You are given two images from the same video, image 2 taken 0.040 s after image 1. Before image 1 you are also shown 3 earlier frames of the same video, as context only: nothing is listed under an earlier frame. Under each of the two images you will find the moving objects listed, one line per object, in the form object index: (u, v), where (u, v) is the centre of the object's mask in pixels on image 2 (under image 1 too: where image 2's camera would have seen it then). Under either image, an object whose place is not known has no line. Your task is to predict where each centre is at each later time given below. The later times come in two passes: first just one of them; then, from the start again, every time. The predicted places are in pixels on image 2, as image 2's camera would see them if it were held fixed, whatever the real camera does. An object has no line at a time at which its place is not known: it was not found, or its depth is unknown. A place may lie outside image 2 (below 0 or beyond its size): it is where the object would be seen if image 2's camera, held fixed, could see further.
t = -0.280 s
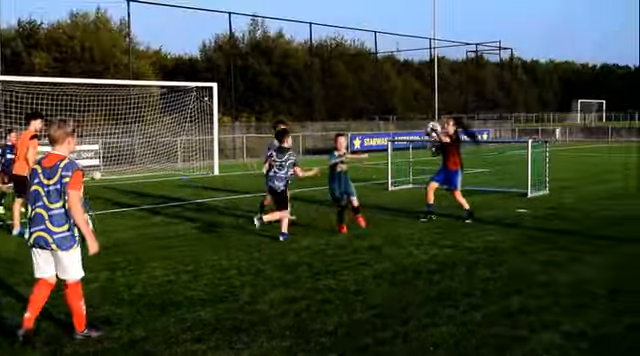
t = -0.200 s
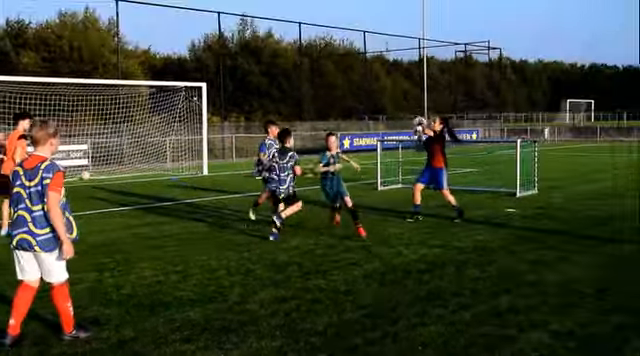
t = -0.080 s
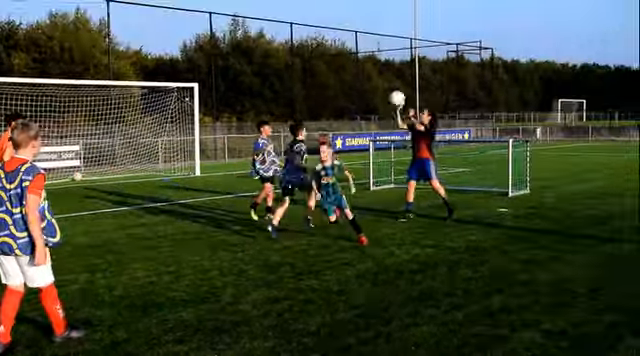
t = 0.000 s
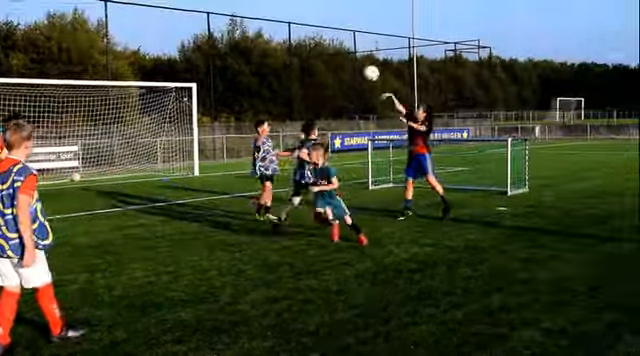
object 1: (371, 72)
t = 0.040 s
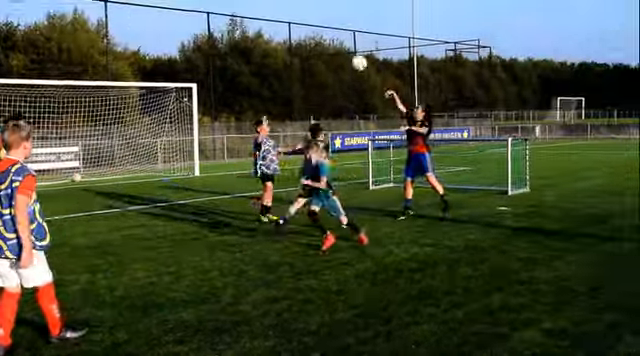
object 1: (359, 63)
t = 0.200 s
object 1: (308, 31)
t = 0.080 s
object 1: (345, 53)
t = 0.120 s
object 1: (332, 44)
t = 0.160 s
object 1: (318, 37)
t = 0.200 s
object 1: (308, 31)
